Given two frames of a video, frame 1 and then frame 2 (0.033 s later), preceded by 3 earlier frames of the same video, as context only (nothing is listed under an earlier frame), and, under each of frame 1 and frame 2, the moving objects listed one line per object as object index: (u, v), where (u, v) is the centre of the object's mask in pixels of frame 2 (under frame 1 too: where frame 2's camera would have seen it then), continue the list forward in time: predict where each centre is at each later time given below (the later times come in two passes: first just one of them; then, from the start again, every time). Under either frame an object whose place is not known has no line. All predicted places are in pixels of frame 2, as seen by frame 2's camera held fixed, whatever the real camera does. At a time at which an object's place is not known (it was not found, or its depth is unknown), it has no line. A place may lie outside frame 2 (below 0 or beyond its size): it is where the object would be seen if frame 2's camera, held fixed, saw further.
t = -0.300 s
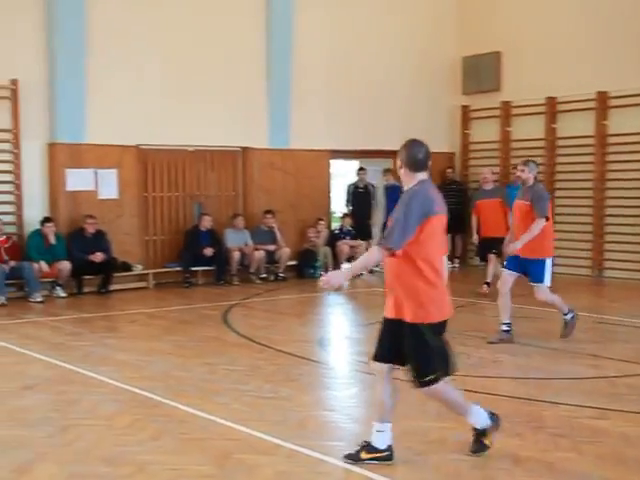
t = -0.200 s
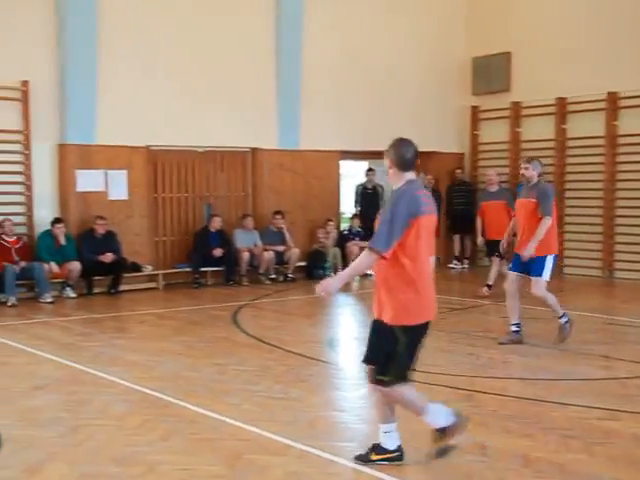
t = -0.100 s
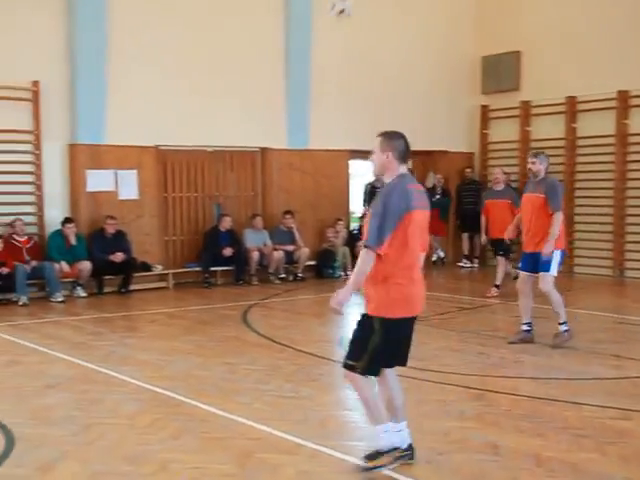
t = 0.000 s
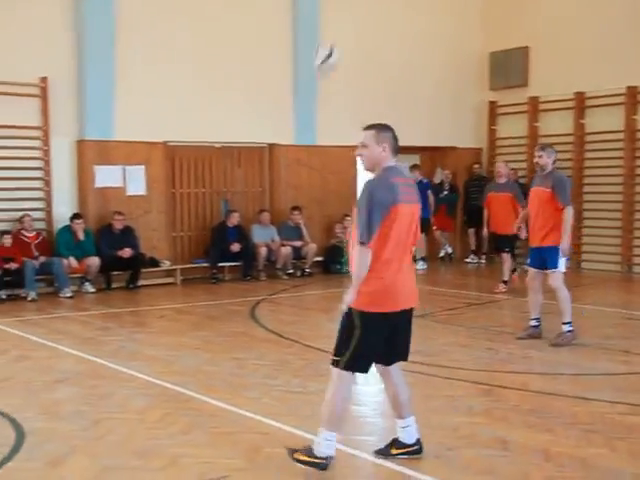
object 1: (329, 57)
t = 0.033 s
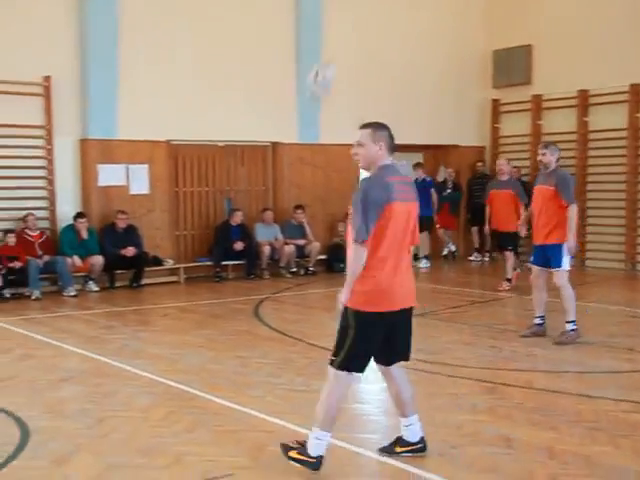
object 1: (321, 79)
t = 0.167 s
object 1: (284, 193)
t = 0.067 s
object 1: (310, 110)
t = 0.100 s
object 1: (305, 134)
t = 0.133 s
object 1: (293, 163)
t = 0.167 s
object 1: (284, 193)
